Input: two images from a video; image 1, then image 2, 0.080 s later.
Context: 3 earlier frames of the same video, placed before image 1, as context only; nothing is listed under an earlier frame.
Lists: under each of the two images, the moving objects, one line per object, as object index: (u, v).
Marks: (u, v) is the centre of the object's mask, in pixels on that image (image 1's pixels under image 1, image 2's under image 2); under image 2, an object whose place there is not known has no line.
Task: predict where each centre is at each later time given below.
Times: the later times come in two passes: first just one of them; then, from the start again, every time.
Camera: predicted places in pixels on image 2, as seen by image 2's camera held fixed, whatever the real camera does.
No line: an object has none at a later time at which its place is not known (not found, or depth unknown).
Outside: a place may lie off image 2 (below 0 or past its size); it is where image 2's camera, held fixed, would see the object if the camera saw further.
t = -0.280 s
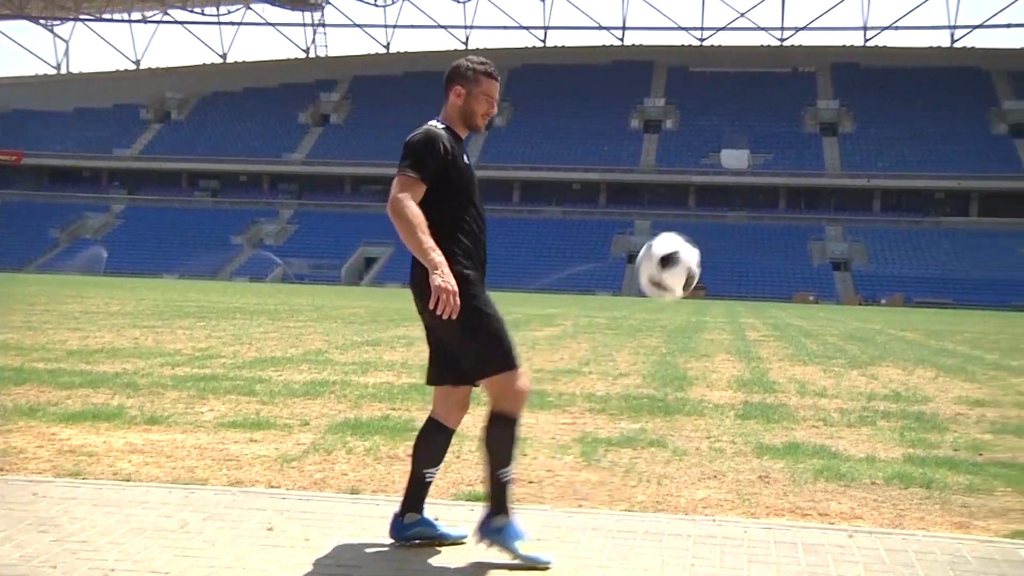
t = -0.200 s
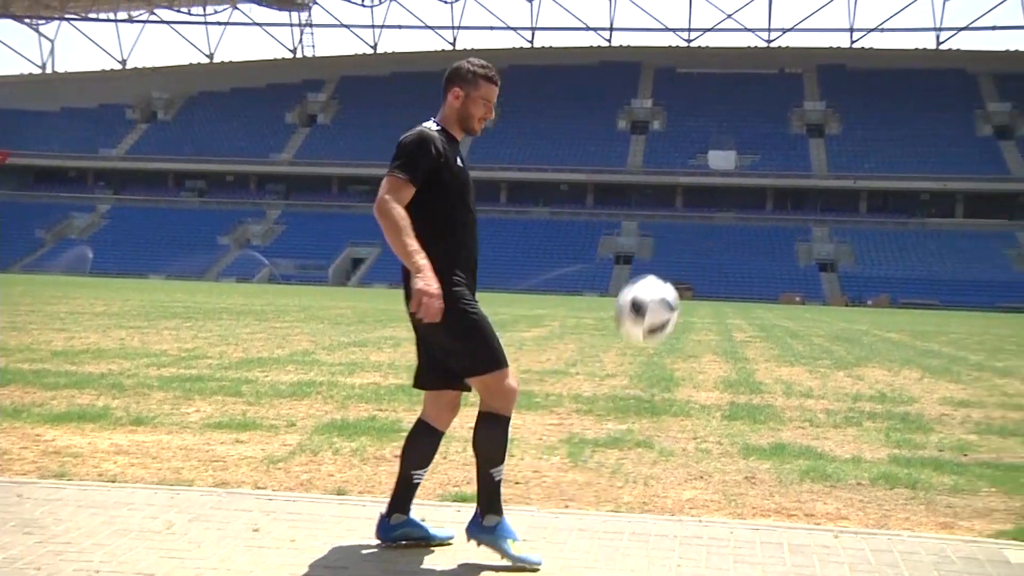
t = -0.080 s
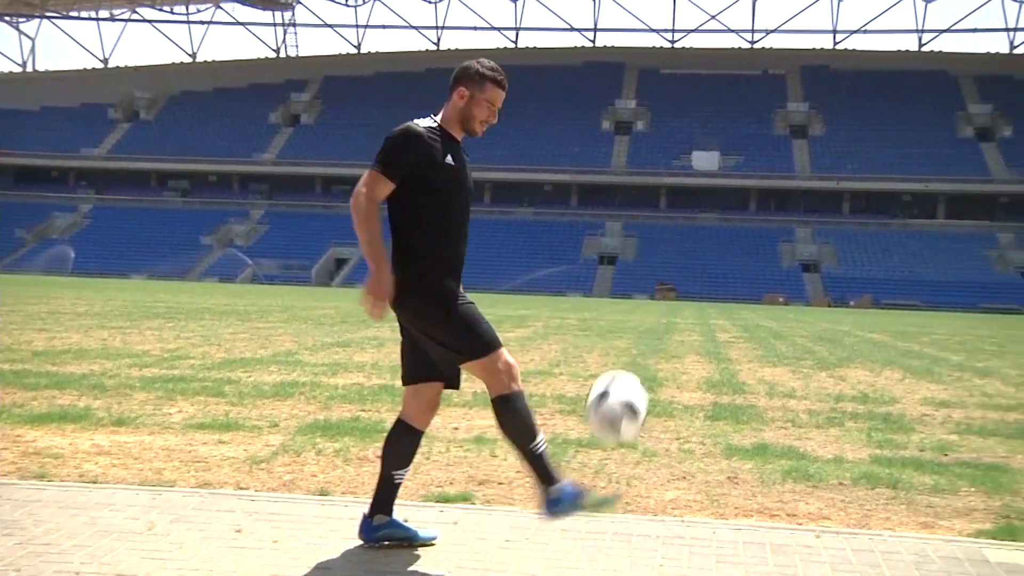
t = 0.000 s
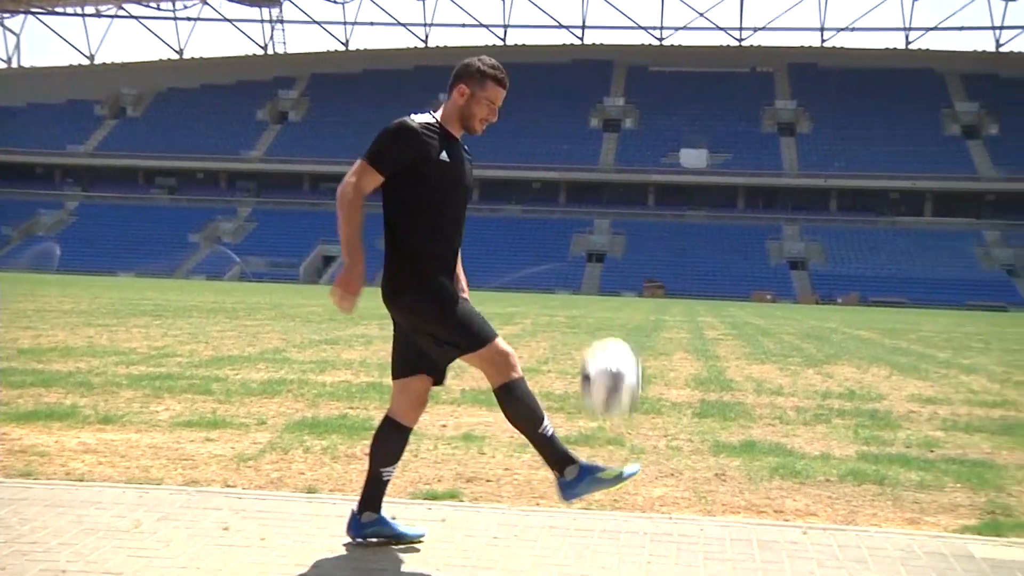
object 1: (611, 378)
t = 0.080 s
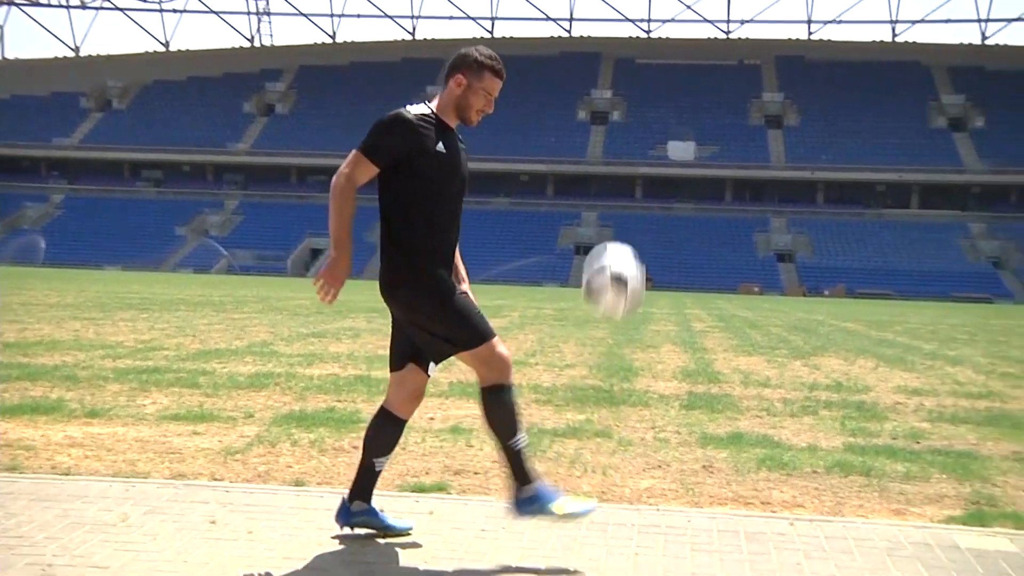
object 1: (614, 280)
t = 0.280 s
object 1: (651, 138)
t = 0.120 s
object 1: (621, 243)
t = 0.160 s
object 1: (629, 211)
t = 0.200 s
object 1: (636, 182)
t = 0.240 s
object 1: (643, 158)
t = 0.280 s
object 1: (651, 138)
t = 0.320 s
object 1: (659, 123)
